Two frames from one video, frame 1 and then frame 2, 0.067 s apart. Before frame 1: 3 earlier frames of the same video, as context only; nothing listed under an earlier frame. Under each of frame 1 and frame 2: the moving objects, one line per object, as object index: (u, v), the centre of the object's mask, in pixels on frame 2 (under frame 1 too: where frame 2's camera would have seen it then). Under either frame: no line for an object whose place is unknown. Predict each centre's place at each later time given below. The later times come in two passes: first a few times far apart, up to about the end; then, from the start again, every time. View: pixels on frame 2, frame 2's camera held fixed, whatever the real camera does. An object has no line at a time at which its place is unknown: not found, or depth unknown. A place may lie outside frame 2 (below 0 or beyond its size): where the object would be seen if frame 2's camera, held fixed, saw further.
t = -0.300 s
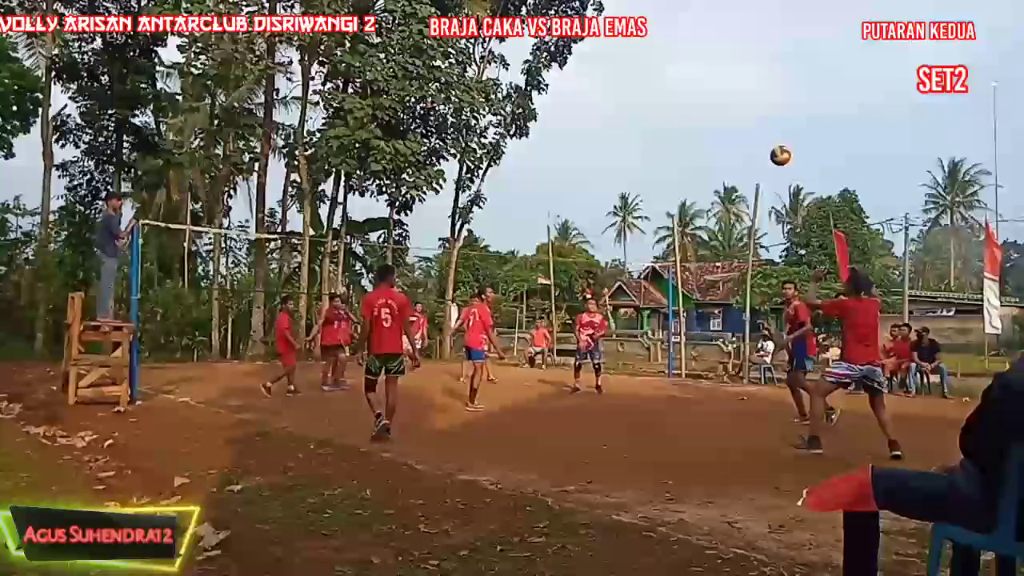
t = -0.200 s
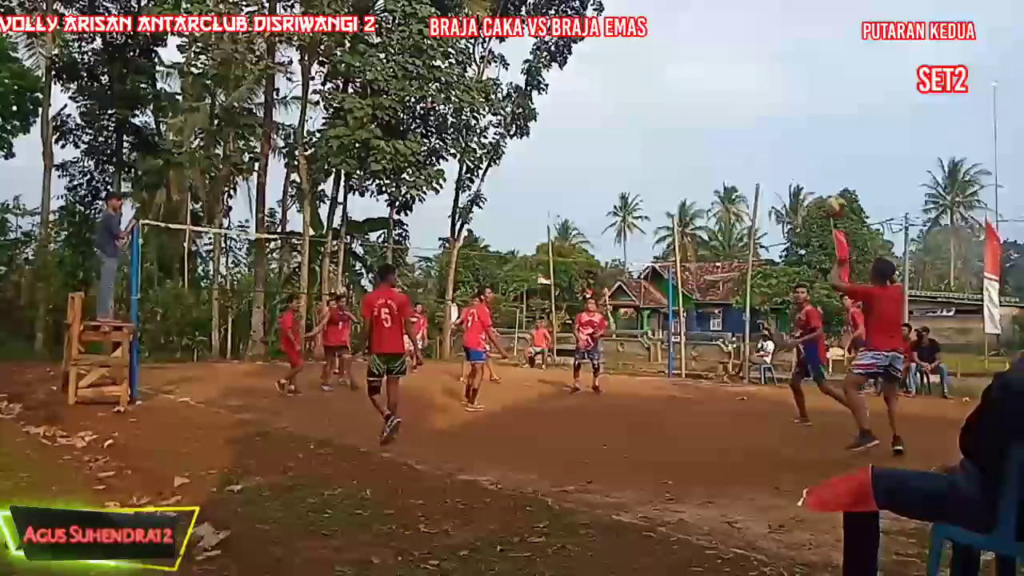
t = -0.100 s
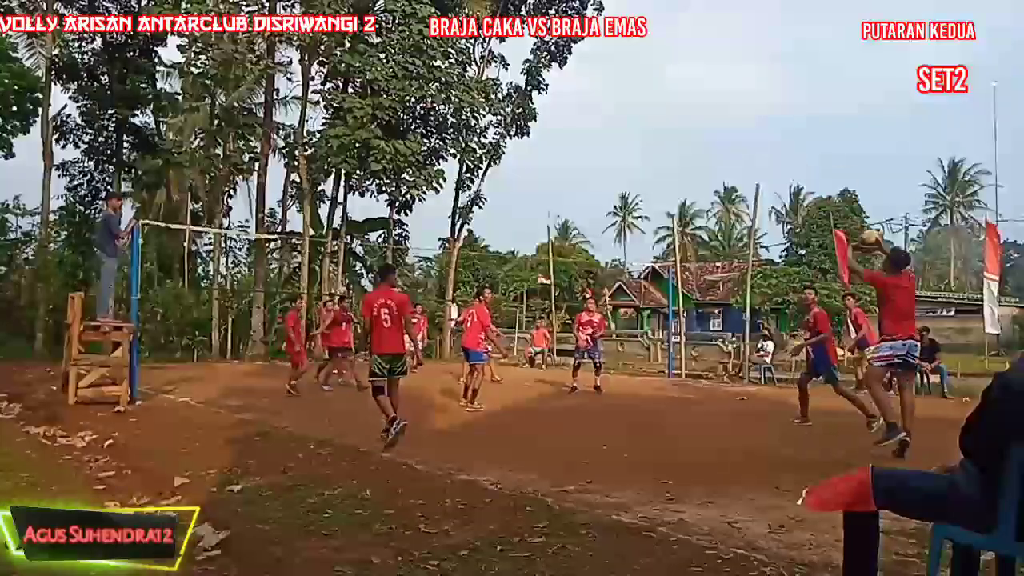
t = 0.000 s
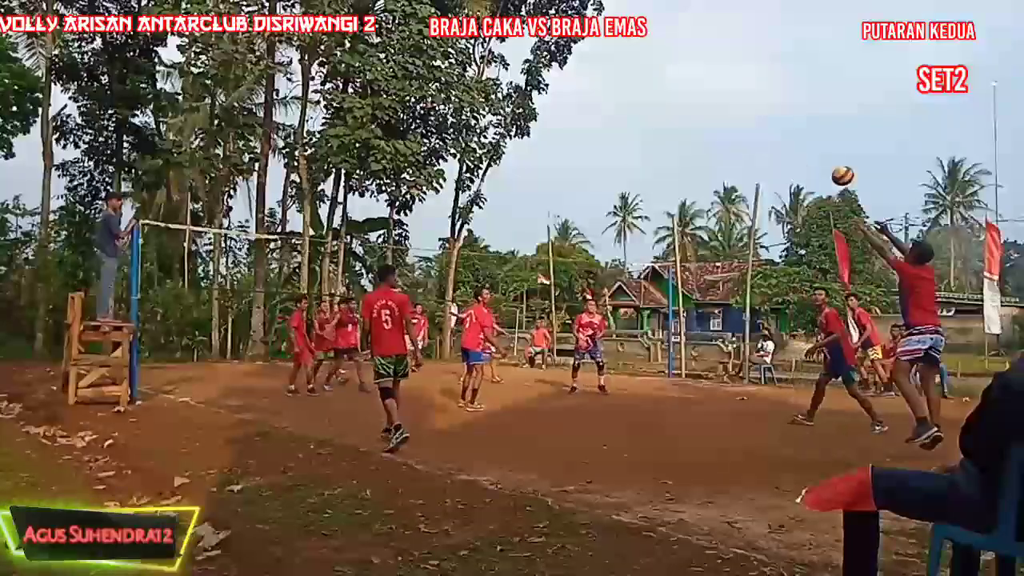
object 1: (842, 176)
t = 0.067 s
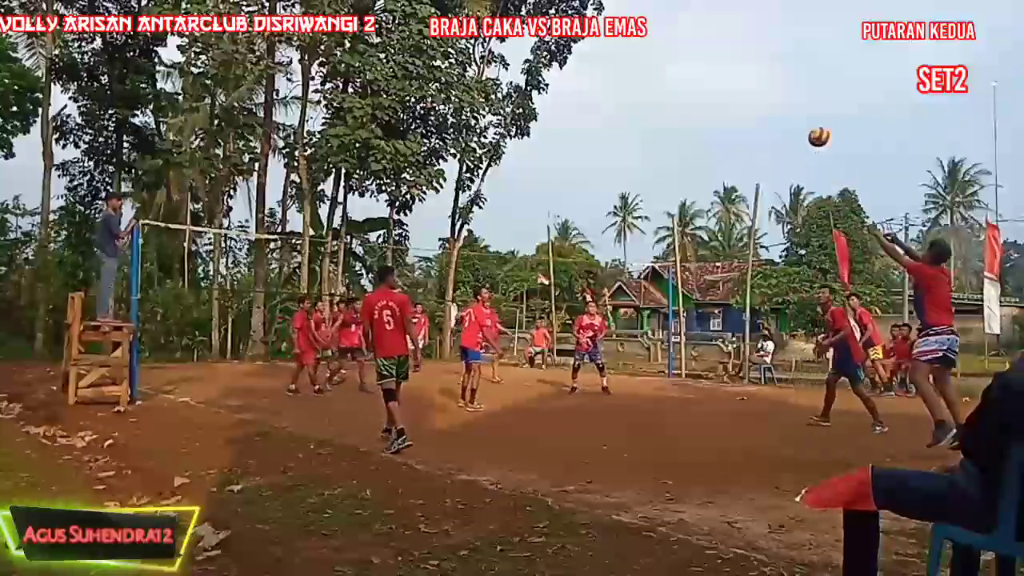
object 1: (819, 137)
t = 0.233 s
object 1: (766, 67)
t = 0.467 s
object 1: (706, 21)
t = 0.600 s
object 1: (678, 16)
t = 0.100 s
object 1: (807, 120)
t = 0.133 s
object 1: (796, 105)
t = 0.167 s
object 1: (786, 91)
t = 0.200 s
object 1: (775, 78)
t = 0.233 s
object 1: (766, 67)
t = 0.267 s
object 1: (756, 57)
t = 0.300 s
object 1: (747, 47)
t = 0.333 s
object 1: (738, 40)
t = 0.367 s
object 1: (730, 34)
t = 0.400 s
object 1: (722, 28)
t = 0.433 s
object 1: (714, 24)
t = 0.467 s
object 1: (706, 21)
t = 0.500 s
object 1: (698, 19)
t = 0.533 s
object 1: (692, 17)
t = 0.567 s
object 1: (685, 16)
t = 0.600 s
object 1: (678, 16)
